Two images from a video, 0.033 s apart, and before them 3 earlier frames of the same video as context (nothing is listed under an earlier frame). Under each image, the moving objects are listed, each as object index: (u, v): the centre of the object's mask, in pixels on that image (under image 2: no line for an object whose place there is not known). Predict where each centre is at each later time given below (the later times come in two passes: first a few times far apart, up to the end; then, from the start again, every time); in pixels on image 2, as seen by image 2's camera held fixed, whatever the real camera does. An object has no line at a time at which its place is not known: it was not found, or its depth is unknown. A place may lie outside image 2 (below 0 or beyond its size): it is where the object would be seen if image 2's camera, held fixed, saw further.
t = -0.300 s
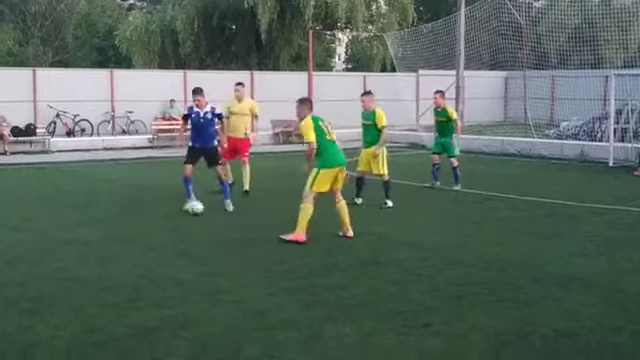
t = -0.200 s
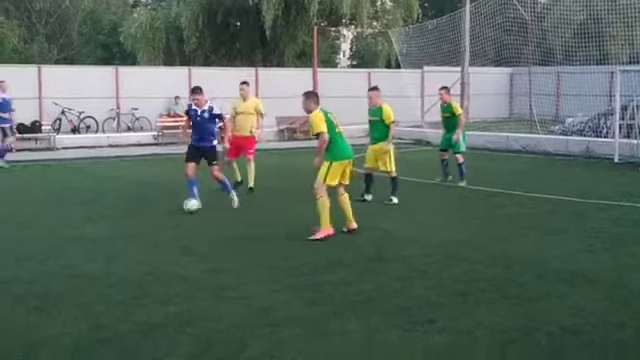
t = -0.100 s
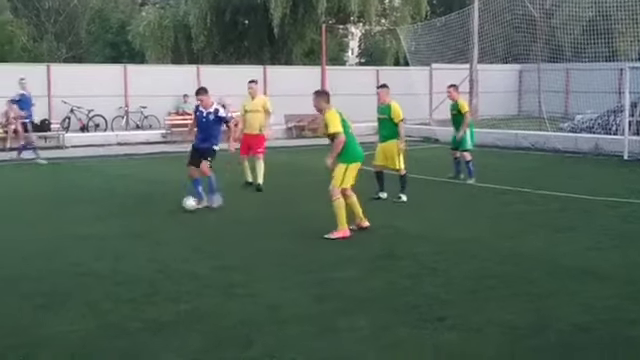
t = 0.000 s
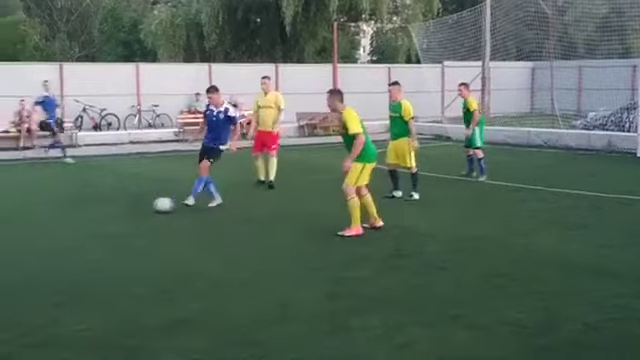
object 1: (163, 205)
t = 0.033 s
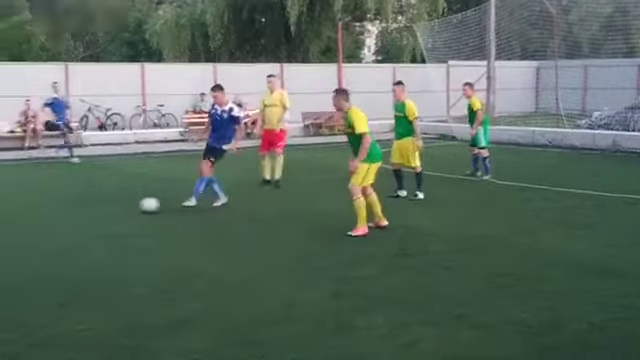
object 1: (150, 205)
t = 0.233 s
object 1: (36, 212)
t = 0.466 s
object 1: (-79, 220)
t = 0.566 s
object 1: (-124, 223)
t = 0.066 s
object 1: (130, 206)
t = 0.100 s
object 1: (107, 208)
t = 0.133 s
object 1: (89, 208)
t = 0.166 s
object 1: (71, 210)
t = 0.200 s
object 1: (53, 212)
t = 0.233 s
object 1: (36, 212)
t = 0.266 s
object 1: (18, 213)
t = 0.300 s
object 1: (1, 215)
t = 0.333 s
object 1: (-16, 216)
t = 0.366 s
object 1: (-32, 216)
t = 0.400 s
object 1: (-48, 218)
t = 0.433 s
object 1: (-63, 219)
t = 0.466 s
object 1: (-79, 220)
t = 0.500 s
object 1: (-94, 221)
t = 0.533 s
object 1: (-109, 222)
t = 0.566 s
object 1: (-124, 223)
